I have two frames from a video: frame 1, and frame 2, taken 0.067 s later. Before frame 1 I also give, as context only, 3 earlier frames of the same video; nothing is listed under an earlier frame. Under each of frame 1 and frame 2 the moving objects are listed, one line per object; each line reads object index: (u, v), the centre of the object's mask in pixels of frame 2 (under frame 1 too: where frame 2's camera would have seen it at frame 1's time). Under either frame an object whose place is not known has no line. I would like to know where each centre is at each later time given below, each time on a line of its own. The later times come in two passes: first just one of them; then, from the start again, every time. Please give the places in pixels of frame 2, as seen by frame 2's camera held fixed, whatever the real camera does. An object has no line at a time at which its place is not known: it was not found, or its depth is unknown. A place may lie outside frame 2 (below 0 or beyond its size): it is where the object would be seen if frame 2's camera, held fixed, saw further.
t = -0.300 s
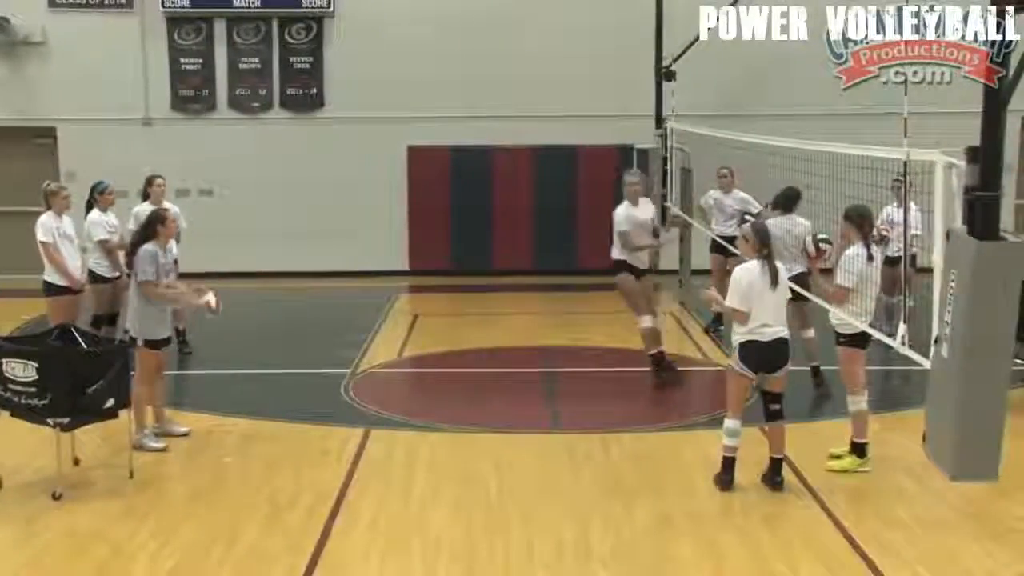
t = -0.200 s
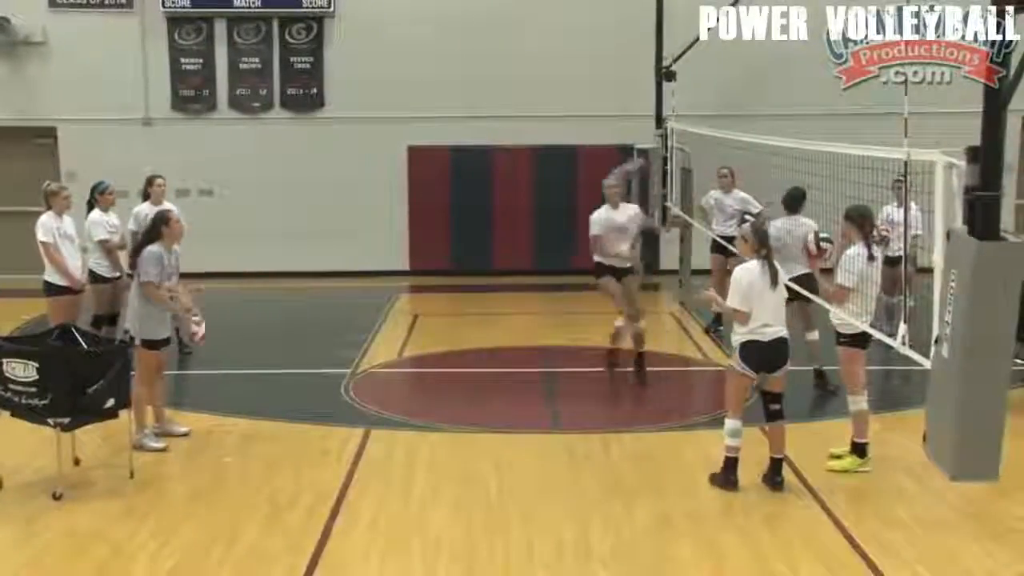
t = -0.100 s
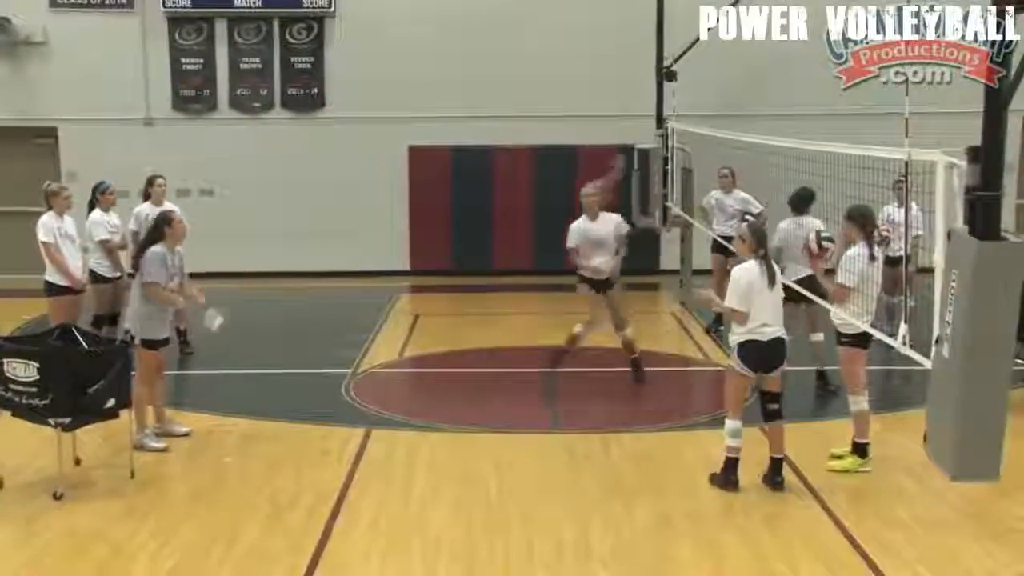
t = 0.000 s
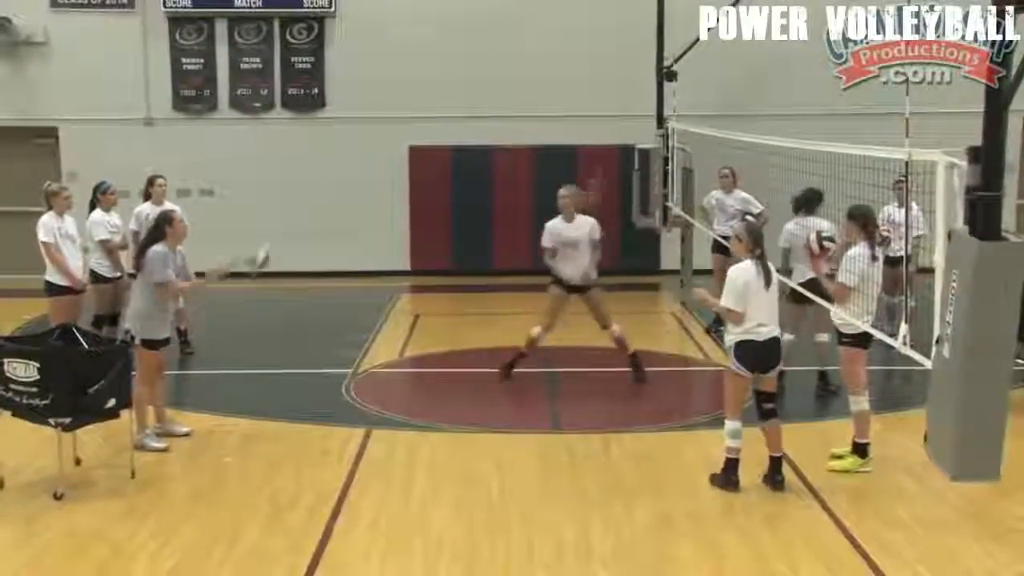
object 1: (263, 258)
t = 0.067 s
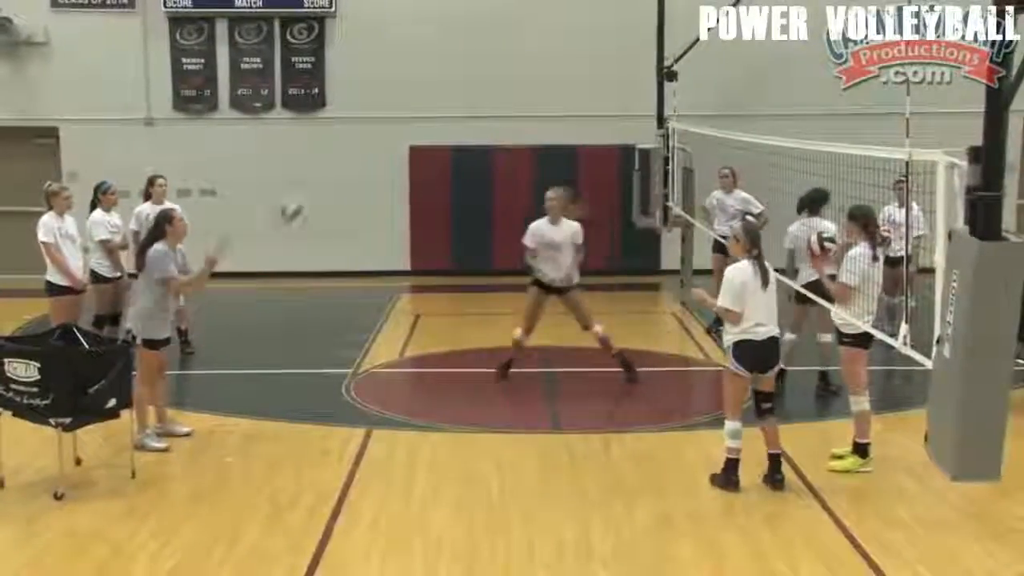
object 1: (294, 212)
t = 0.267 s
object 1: (387, 92)
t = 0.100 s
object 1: (311, 188)
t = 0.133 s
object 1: (326, 166)
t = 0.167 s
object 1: (341, 144)
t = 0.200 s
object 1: (356, 125)
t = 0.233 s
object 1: (373, 113)
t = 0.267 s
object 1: (387, 92)
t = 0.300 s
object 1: (404, 81)
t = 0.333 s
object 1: (422, 68)
